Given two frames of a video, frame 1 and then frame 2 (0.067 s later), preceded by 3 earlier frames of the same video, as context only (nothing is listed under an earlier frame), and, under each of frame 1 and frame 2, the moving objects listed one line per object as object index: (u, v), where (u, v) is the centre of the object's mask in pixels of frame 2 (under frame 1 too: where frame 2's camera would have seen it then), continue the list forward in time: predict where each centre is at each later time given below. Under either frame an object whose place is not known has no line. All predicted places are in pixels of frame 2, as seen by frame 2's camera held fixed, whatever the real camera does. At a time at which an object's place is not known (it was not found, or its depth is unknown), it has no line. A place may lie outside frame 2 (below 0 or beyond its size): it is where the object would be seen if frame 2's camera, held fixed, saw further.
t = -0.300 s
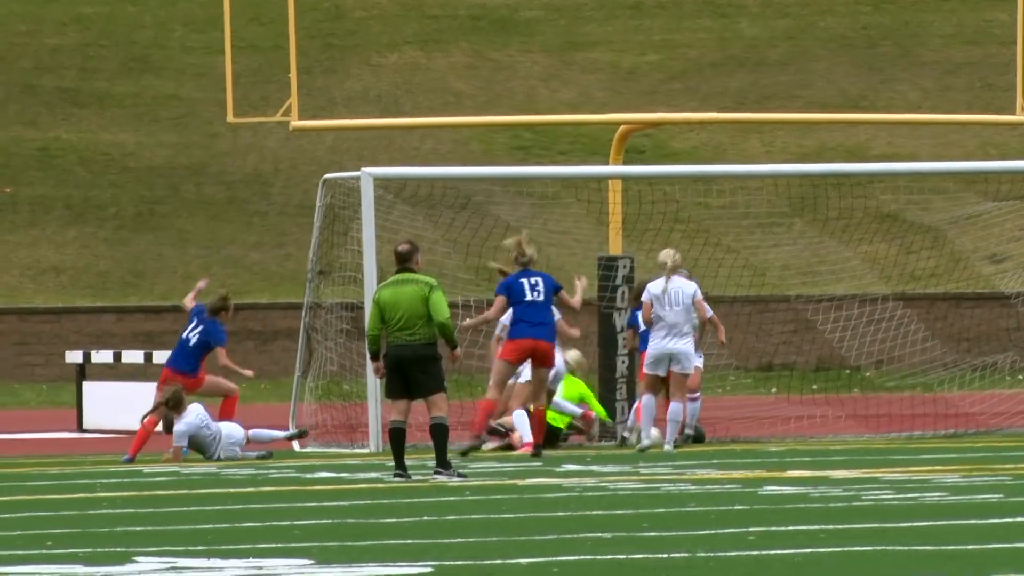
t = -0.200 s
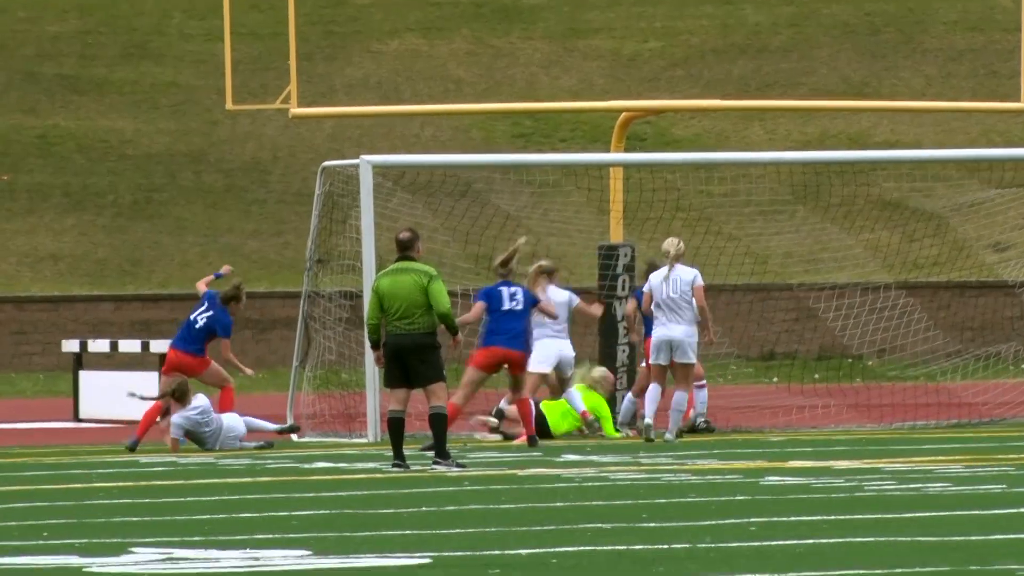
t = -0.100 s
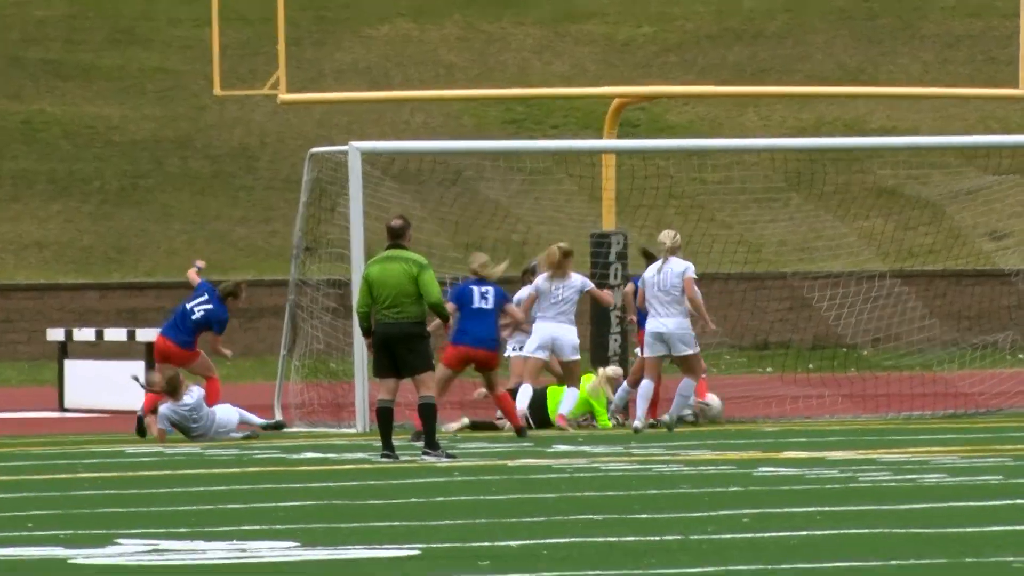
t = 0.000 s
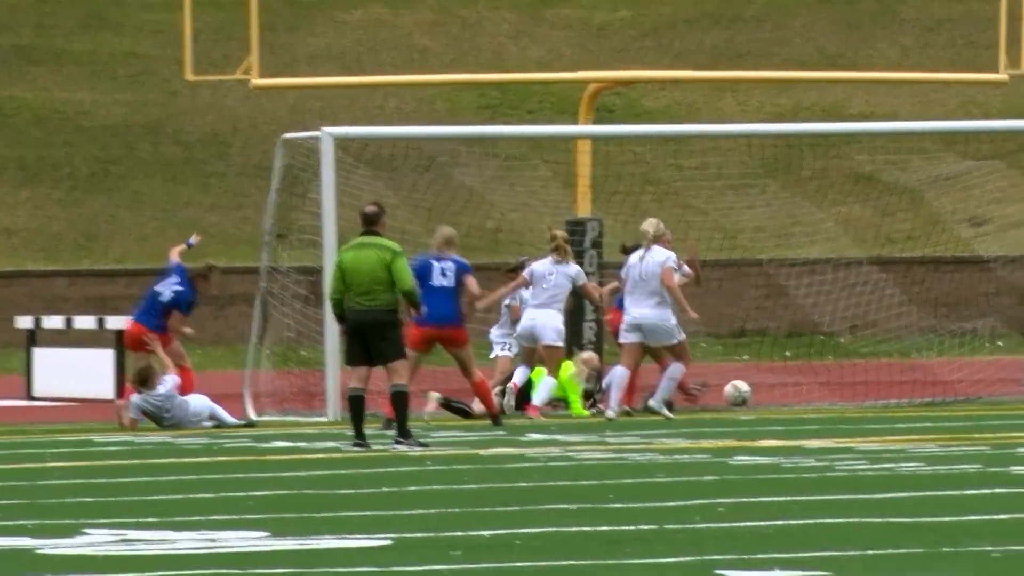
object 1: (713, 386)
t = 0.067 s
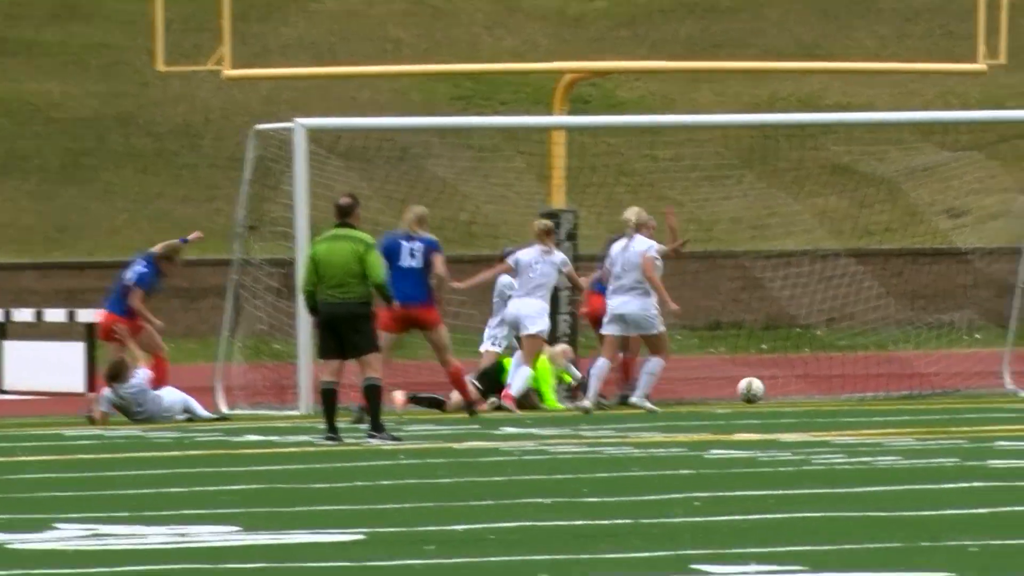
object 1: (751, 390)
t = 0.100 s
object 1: (769, 393)
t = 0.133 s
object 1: (787, 393)
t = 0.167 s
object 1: (803, 390)
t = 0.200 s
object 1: (819, 387)
